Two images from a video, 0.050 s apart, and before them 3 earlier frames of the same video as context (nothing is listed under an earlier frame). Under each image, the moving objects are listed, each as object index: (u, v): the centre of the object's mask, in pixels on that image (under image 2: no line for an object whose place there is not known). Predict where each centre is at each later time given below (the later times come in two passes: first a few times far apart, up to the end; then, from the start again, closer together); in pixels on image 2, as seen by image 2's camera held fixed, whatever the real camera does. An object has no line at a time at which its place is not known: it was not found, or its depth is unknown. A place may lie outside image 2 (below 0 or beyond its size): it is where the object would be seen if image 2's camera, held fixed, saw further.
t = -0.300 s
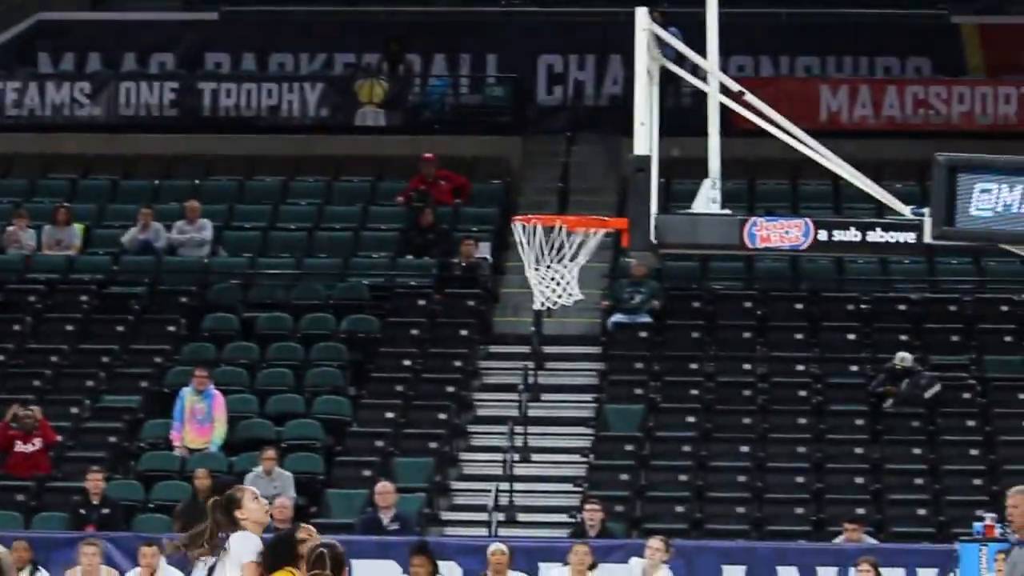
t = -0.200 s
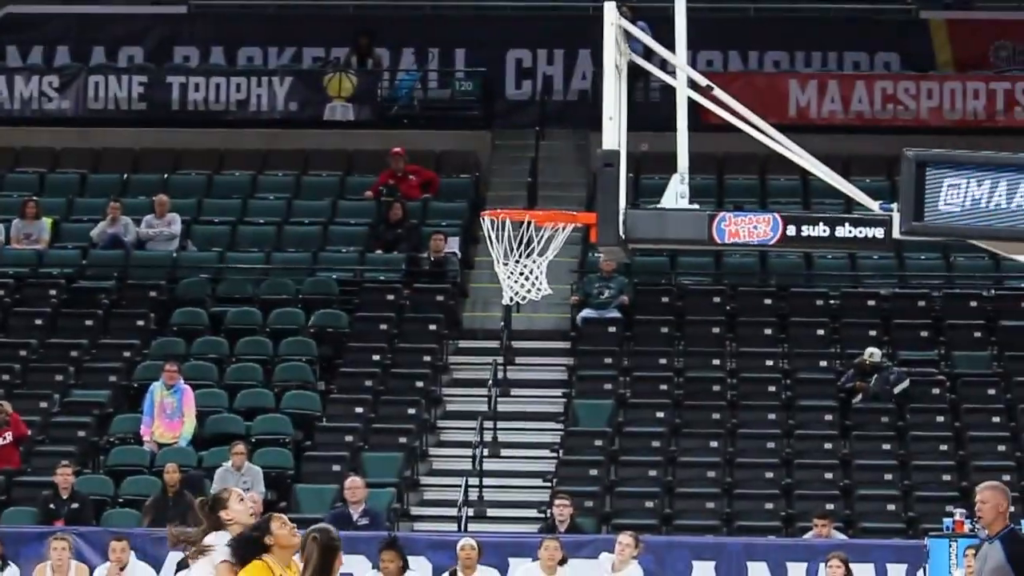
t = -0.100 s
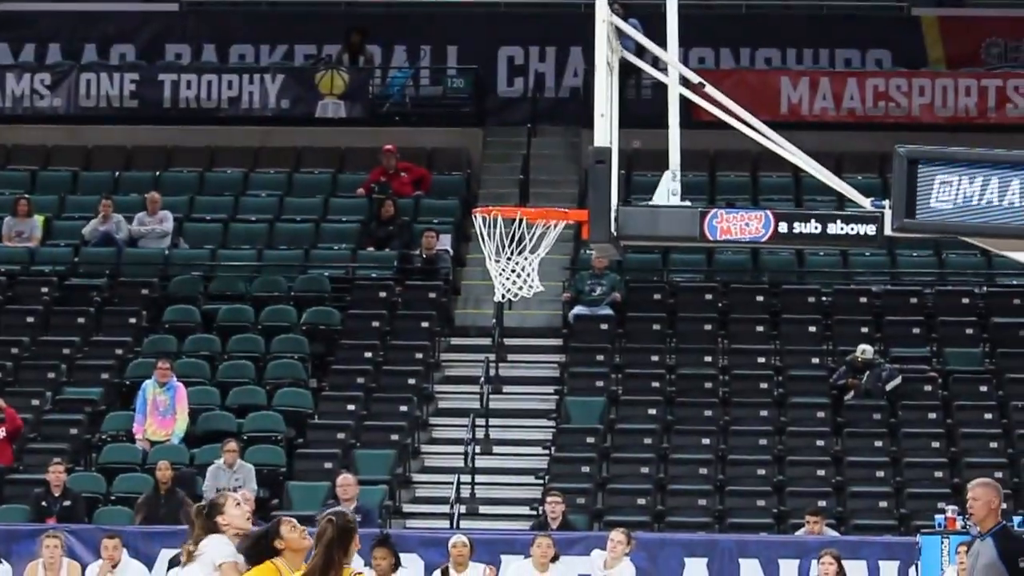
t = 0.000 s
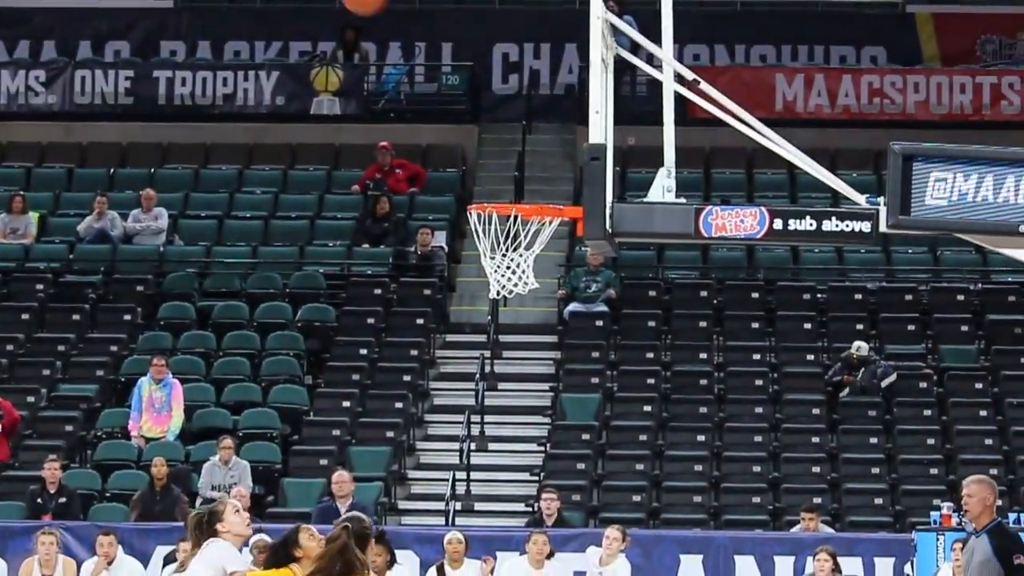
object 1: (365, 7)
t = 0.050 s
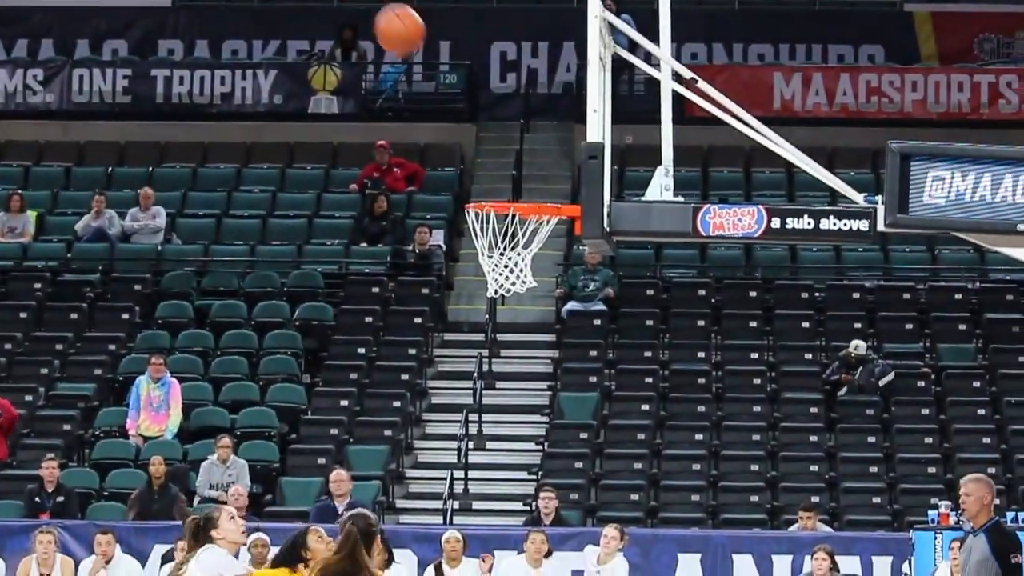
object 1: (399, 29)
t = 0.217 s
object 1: (521, 200)
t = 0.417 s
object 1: (532, 352)
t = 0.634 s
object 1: (522, 573)
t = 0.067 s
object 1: (412, 45)
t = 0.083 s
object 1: (425, 61)
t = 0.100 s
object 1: (437, 78)
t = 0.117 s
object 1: (450, 95)
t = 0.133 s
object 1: (462, 113)
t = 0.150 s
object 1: (475, 131)
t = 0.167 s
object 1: (487, 149)
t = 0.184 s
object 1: (499, 168)
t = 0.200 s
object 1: (511, 183)
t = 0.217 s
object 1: (521, 200)
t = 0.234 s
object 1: (529, 224)
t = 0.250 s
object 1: (533, 237)
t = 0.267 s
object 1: (536, 250)
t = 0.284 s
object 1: (536, 262)
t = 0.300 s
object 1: (535, 272)
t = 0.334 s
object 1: (534, 292)
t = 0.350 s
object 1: (533, 304)
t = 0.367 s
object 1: (532, 313)
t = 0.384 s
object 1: (532, 326)
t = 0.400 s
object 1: (532, 337)
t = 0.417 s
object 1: (532, 352)
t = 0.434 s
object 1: (531, 366)
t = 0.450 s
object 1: (531, 380)
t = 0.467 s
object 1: (530, 395)
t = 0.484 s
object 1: (530, 412)
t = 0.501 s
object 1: (529, 427)
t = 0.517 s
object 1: (529, 446)
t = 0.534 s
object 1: (528, 461)
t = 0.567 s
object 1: (526, 501)
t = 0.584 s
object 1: (525, 520)
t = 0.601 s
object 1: (524, 538)
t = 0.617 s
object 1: (523, 558)
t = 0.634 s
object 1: (522, 573)
